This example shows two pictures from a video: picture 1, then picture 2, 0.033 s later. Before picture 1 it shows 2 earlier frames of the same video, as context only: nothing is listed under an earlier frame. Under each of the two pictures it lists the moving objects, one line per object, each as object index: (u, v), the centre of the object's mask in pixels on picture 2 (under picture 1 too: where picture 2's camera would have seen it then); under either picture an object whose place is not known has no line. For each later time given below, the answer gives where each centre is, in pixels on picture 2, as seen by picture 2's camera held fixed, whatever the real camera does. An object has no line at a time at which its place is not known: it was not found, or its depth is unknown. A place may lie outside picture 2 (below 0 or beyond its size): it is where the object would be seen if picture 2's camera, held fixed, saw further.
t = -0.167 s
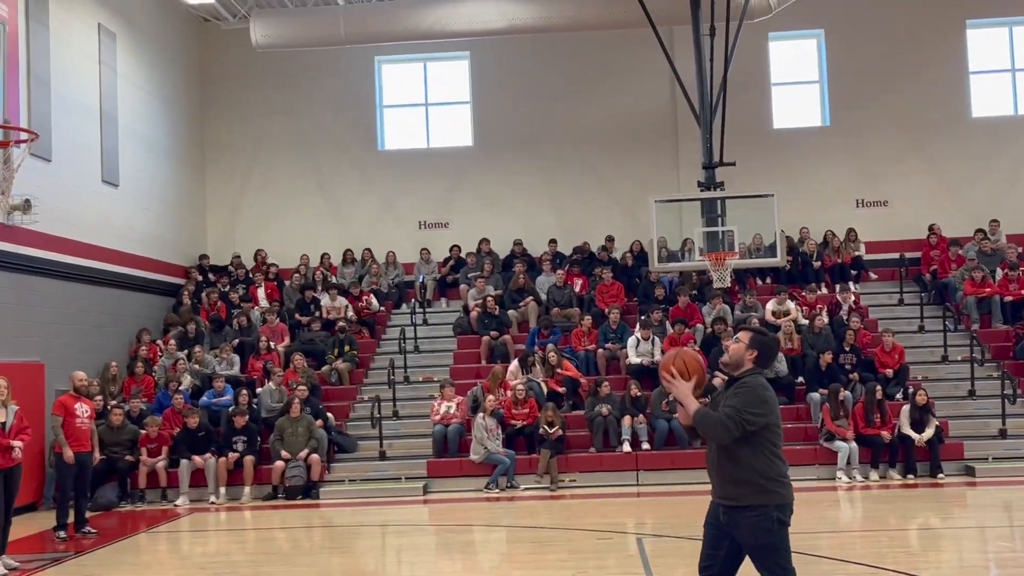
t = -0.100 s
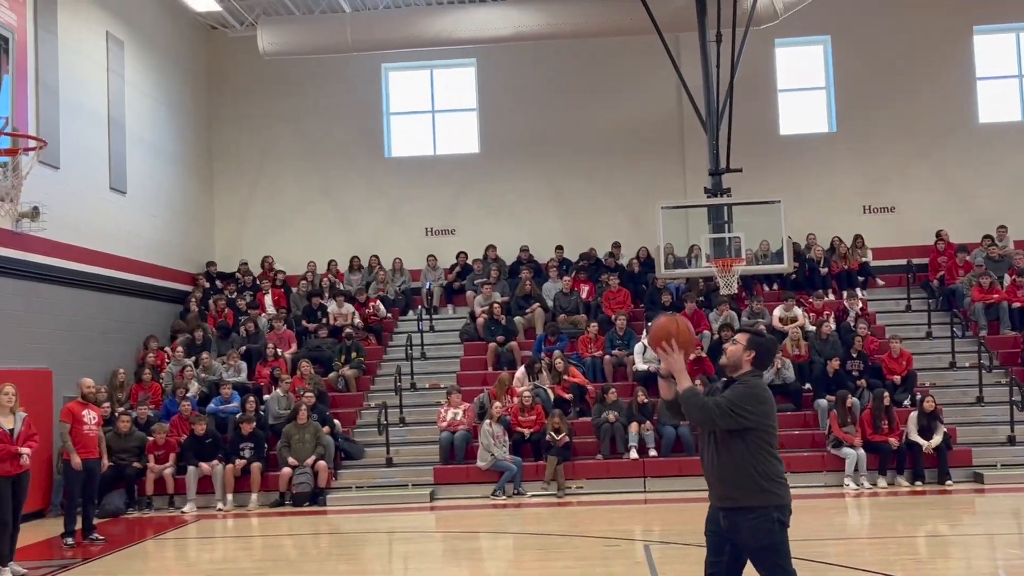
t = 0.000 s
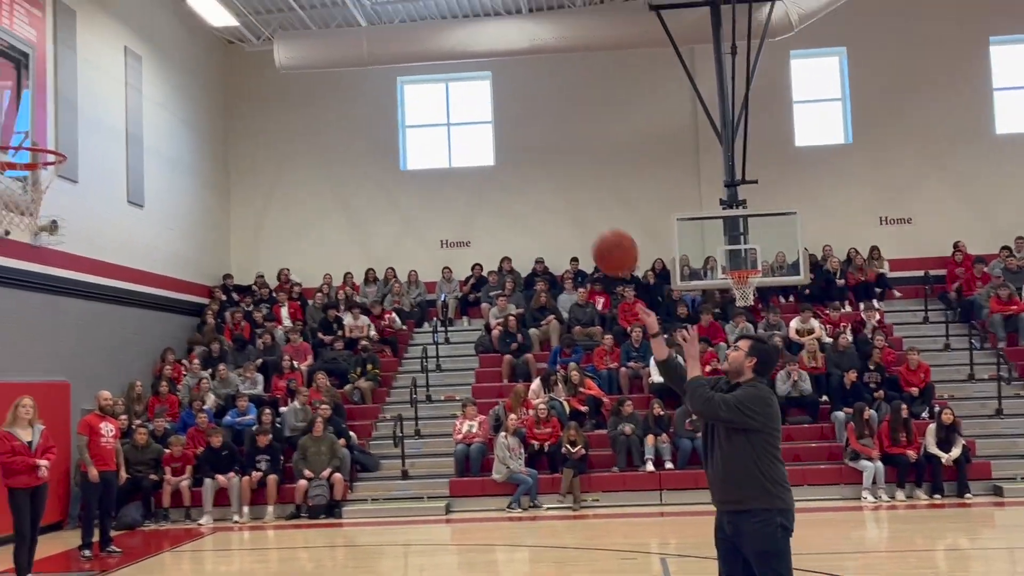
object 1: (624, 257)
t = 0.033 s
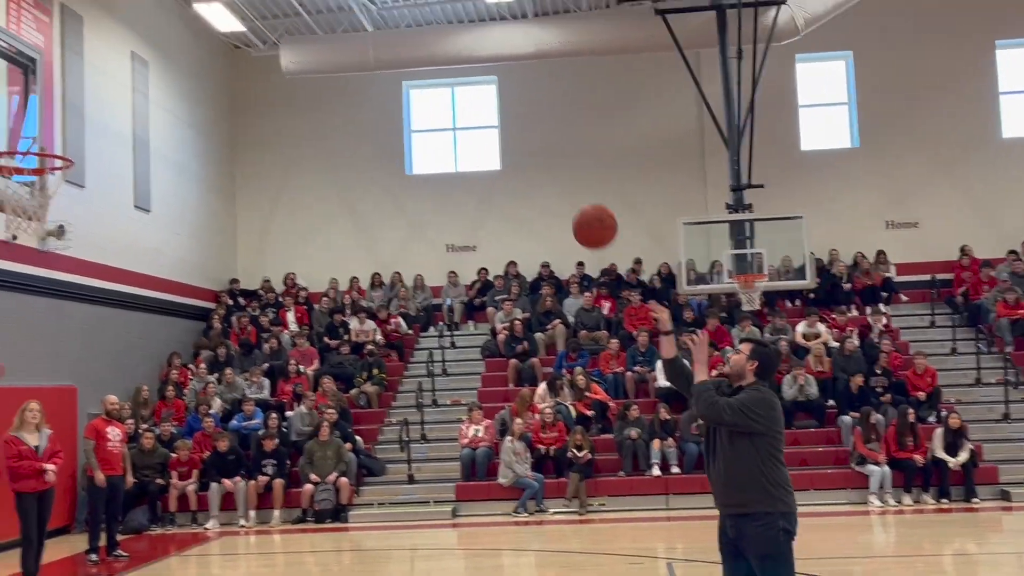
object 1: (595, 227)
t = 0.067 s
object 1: (569, 199)
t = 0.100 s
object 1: (543, 174)
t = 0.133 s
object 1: (518, 150)
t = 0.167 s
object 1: (494, 130)
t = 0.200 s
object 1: (469, 111)
